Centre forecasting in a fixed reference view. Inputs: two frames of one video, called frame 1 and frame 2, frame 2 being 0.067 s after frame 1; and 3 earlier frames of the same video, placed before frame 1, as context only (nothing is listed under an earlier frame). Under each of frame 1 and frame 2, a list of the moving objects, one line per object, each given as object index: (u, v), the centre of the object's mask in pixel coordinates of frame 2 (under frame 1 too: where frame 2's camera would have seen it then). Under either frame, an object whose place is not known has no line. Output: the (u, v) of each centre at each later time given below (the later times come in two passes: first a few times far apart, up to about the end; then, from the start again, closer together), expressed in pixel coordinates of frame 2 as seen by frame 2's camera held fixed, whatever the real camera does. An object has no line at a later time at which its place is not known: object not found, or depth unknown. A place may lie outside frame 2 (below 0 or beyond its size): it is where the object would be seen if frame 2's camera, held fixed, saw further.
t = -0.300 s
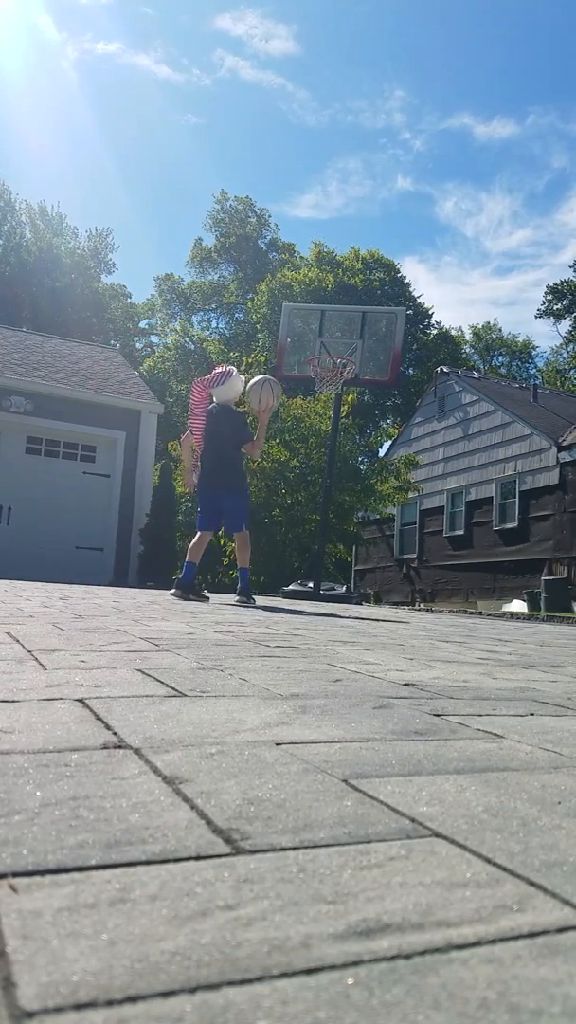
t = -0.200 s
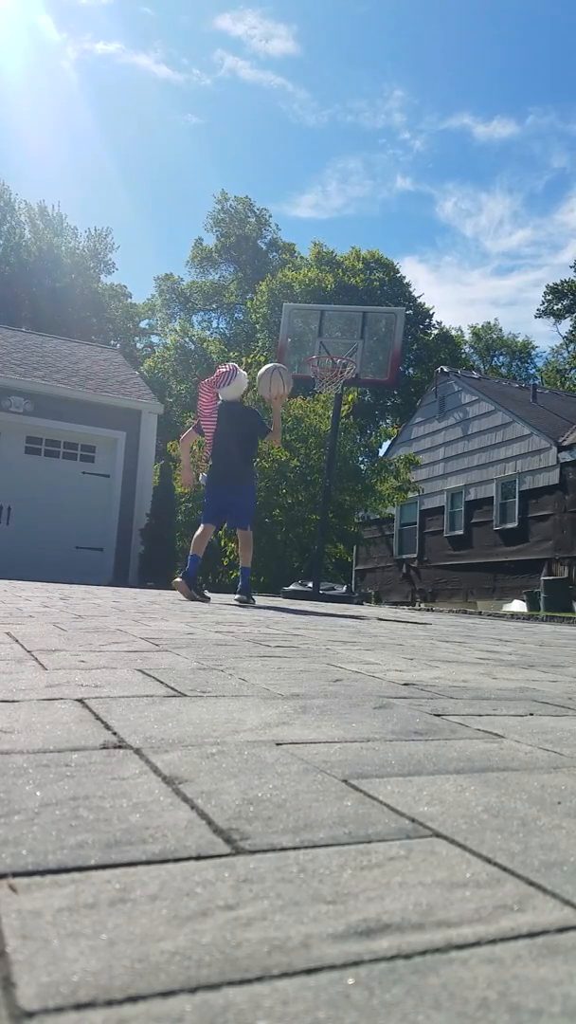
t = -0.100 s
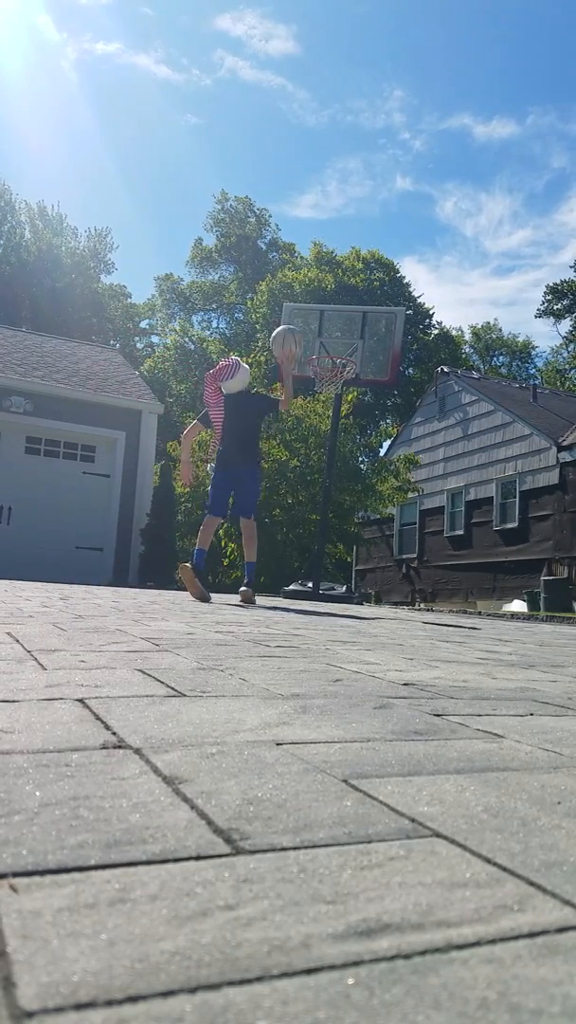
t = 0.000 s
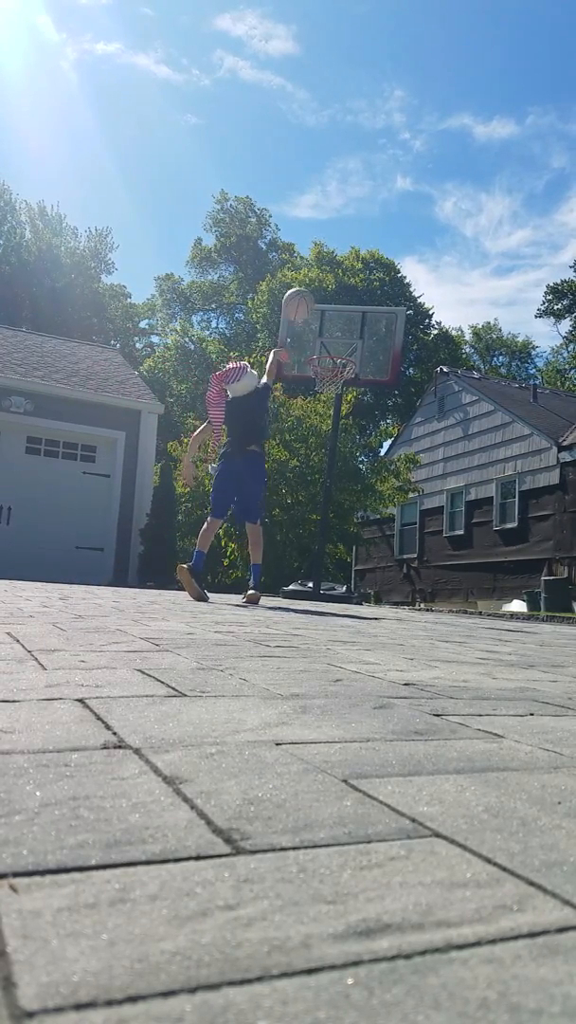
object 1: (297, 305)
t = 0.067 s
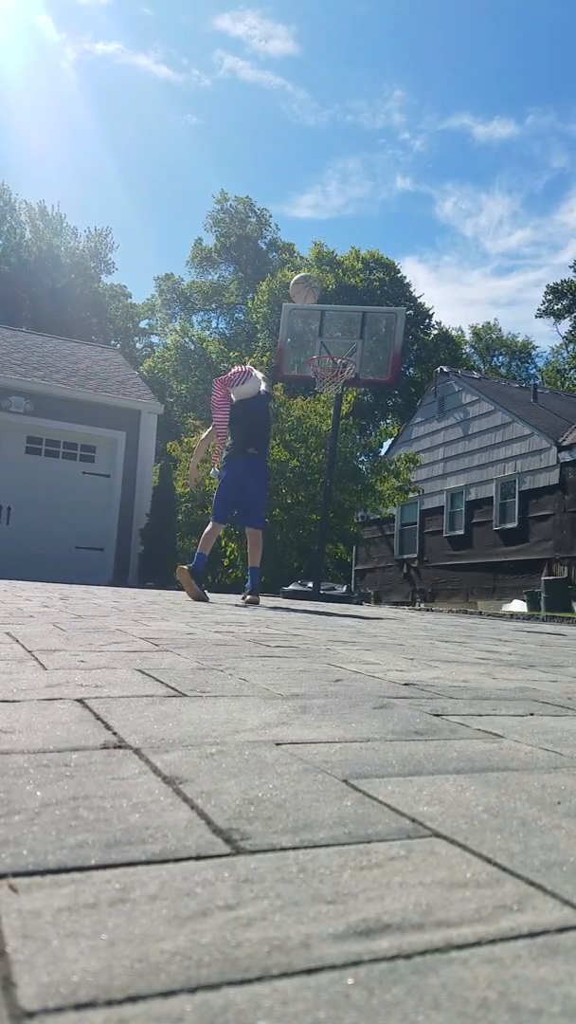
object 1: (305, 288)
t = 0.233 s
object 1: (317, 280)
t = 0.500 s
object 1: (327, 324)
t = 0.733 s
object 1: (341, 331)
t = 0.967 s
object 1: (370, 304)
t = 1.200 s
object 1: (398, 330)
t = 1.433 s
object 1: (426, 424)
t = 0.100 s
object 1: (307, 285)
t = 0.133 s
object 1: (310, 281)
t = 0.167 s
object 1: (312, 280)
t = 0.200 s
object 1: (315, 279)
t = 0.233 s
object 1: (317, 280)
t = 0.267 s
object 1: (319, 282)
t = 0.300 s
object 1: (321, 285)
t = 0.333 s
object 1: (322, 289)
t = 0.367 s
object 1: (324, 294)
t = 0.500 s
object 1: (327, 324)
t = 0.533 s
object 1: (327, 333)
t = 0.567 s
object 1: (327, 343)
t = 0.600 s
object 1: (326, 352)
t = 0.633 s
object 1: (328, 356)
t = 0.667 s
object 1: (332, 347)
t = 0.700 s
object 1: (337, 338)
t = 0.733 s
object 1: (341, 331)
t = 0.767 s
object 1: (344, 324)
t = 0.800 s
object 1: (350, 320)
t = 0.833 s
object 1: (354, 314)
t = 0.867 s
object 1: (358, 310)
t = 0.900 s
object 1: (362, 307)
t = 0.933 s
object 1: (366, 305)
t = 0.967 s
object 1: (370, 304)
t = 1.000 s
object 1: (374, 304)
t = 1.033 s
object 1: (378, 305)
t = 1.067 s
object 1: (382, 307)
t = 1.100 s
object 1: (386, 312)
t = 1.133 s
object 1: (390, 316)
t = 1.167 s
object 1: (394, 322)
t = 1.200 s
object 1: (398, 330)
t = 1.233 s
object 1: (403, 339)
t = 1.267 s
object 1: (406, 349)
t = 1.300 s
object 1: (411, 361)
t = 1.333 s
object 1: (414, 375)
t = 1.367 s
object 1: (417, 389)
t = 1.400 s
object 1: (422, 406)
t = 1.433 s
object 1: (426, 424)
